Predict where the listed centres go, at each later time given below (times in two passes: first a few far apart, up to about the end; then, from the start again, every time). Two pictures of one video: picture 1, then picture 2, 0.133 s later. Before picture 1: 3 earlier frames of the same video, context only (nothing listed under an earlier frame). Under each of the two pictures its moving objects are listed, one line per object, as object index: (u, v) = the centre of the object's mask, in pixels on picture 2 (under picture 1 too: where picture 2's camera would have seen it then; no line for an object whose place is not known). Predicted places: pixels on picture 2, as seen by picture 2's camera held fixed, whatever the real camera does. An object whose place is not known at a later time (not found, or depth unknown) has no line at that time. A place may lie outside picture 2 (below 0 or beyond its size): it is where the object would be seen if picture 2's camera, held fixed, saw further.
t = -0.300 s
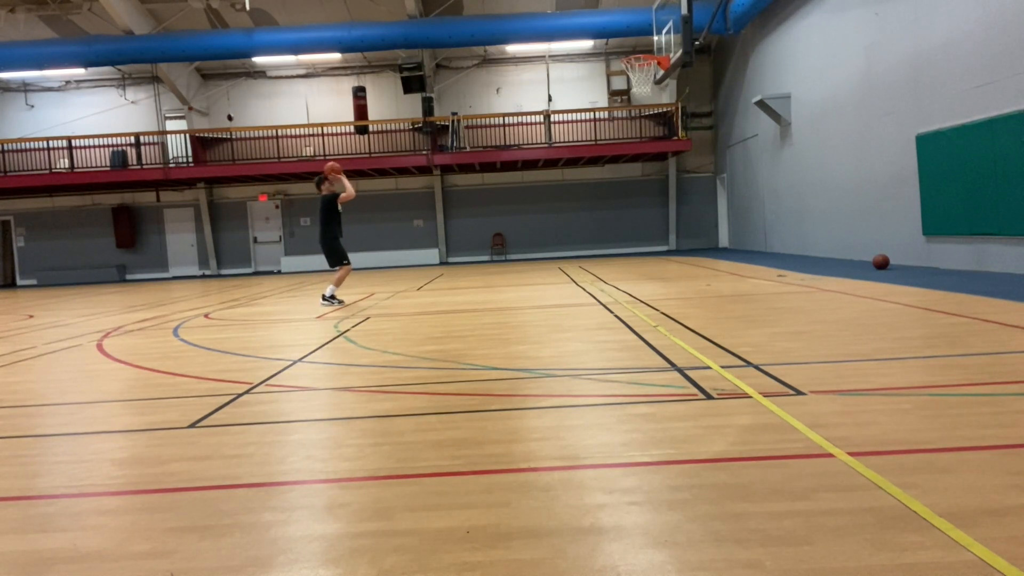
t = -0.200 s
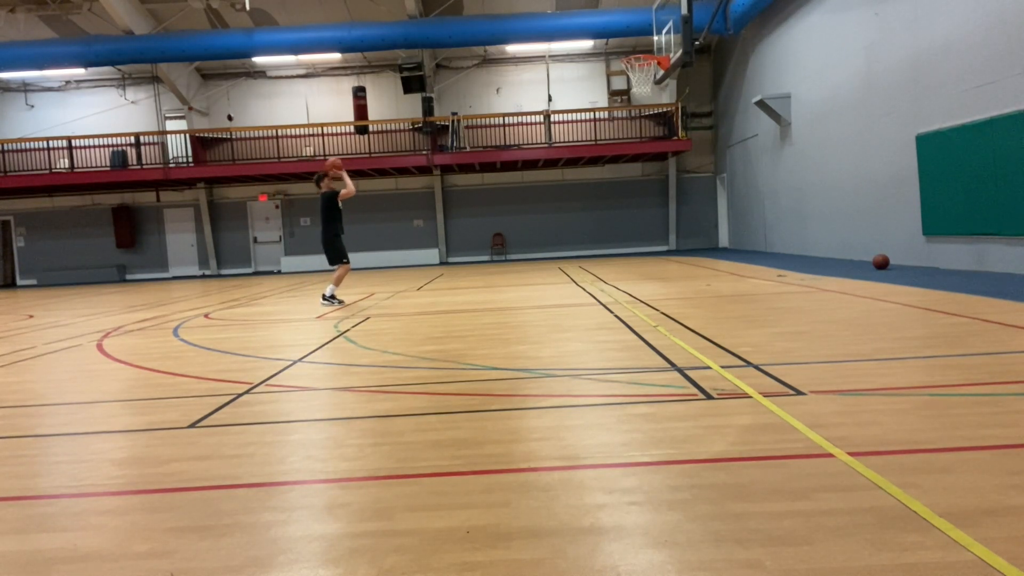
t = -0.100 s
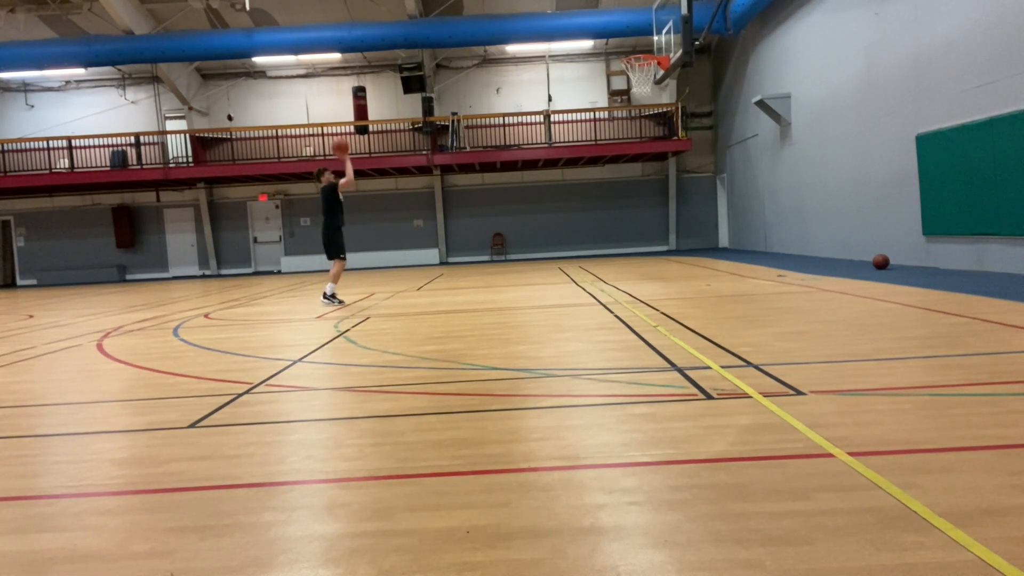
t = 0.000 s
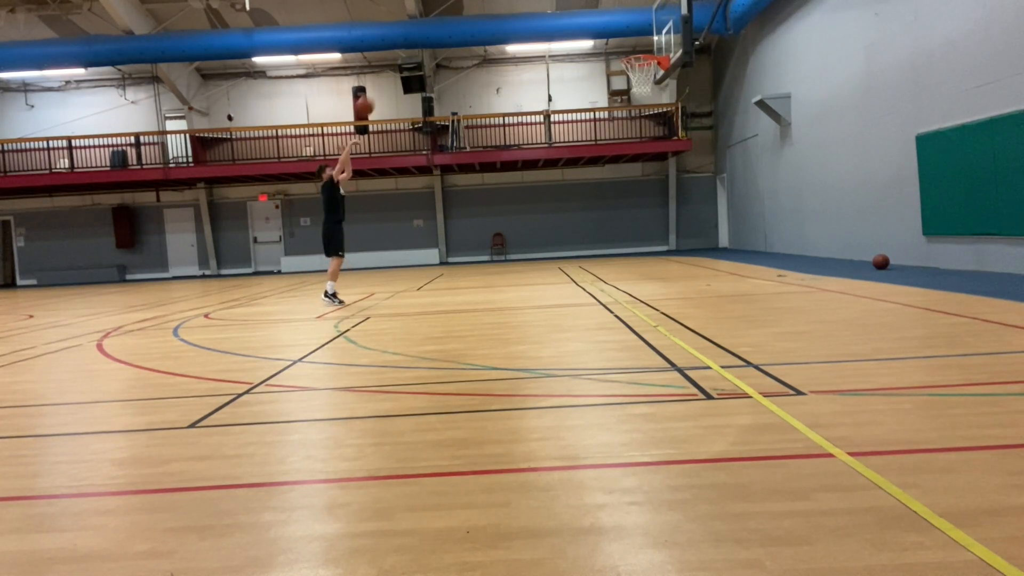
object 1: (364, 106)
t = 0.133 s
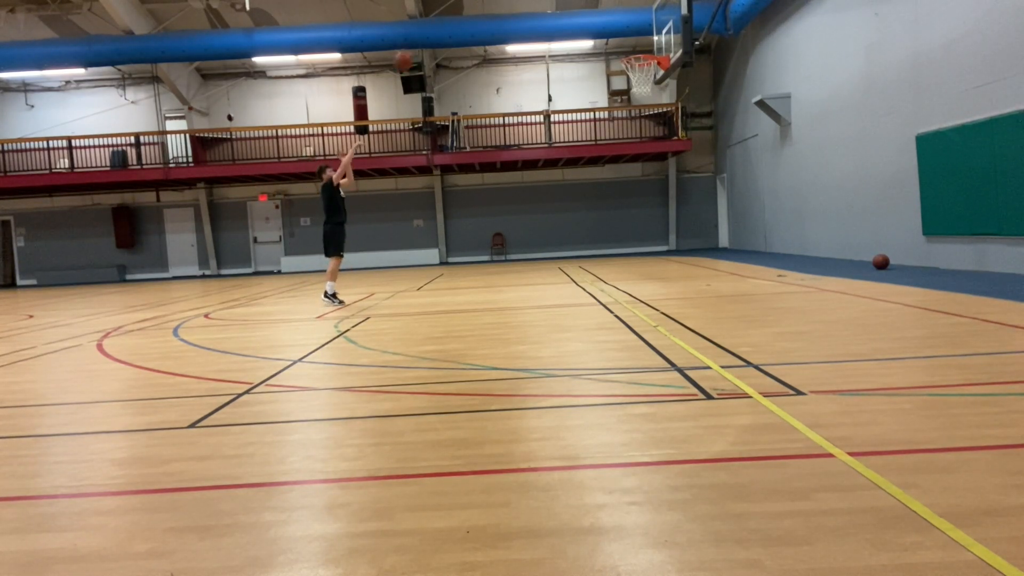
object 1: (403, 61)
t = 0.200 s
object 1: (424, 42)
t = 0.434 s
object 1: (495, 7)
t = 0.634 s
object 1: (557, 8)
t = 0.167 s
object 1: (414, 50)
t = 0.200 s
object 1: (424, 42)
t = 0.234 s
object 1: (433, 35)
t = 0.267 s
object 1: (443, 28)
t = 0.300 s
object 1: (454, 21)
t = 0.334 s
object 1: (464, 16)
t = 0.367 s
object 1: (474, 10)
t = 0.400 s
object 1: (485, 9)
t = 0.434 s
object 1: (495, 7)
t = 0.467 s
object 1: (505, 6)
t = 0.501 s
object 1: (516, 6)
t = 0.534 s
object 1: (526, 5)
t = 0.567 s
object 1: (536, 6)
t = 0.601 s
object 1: (546, 7)
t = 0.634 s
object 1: (557, 8)
